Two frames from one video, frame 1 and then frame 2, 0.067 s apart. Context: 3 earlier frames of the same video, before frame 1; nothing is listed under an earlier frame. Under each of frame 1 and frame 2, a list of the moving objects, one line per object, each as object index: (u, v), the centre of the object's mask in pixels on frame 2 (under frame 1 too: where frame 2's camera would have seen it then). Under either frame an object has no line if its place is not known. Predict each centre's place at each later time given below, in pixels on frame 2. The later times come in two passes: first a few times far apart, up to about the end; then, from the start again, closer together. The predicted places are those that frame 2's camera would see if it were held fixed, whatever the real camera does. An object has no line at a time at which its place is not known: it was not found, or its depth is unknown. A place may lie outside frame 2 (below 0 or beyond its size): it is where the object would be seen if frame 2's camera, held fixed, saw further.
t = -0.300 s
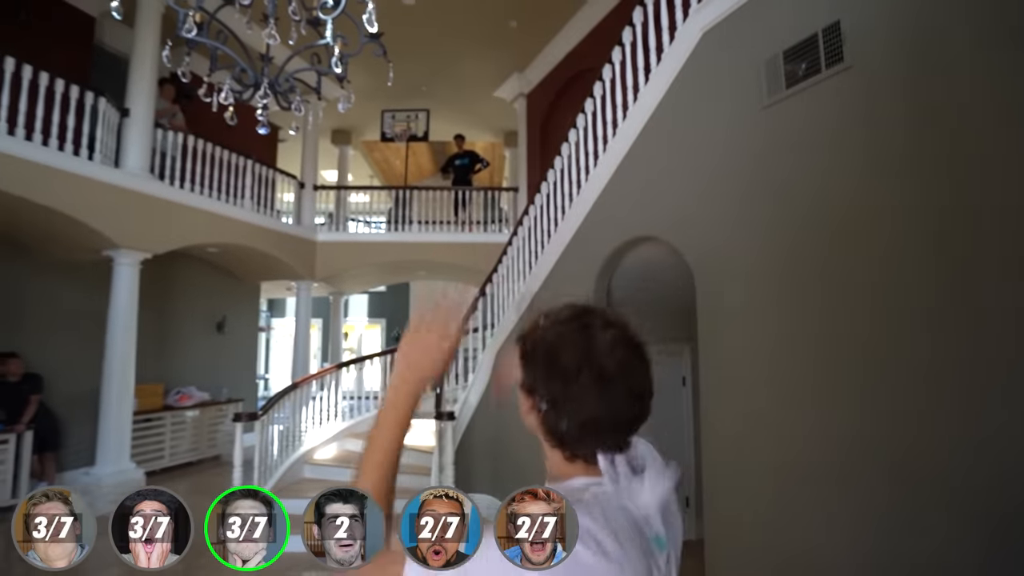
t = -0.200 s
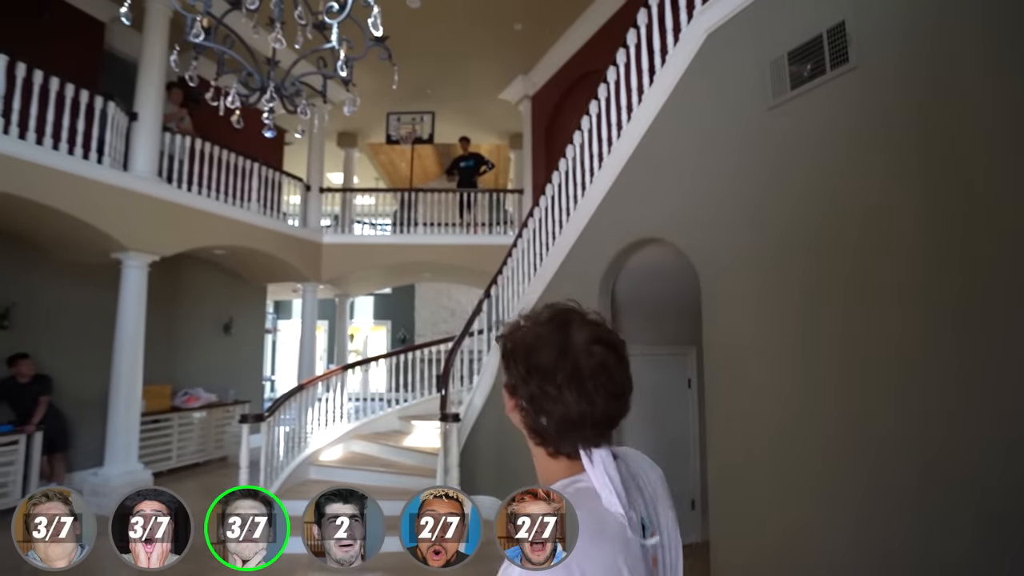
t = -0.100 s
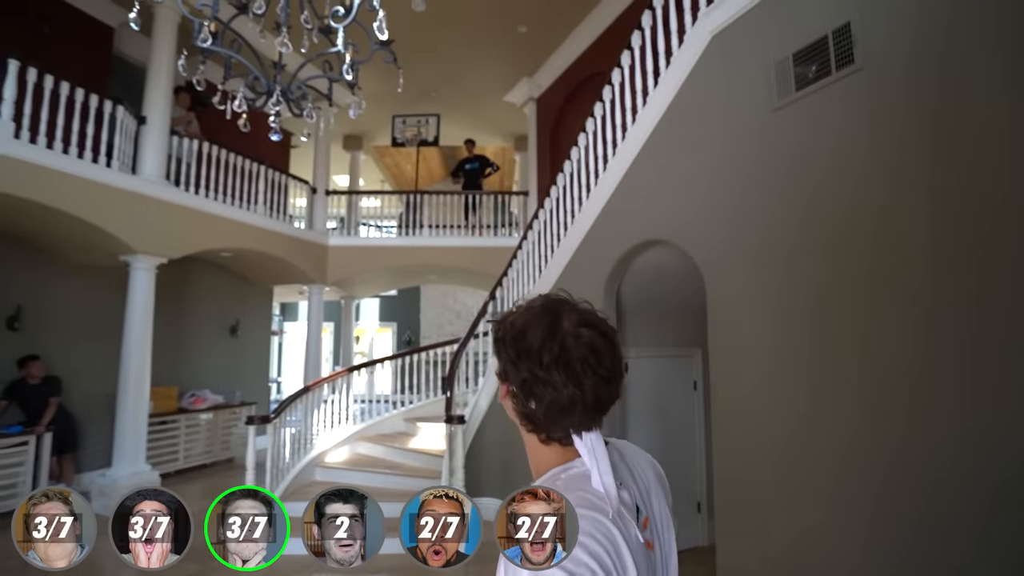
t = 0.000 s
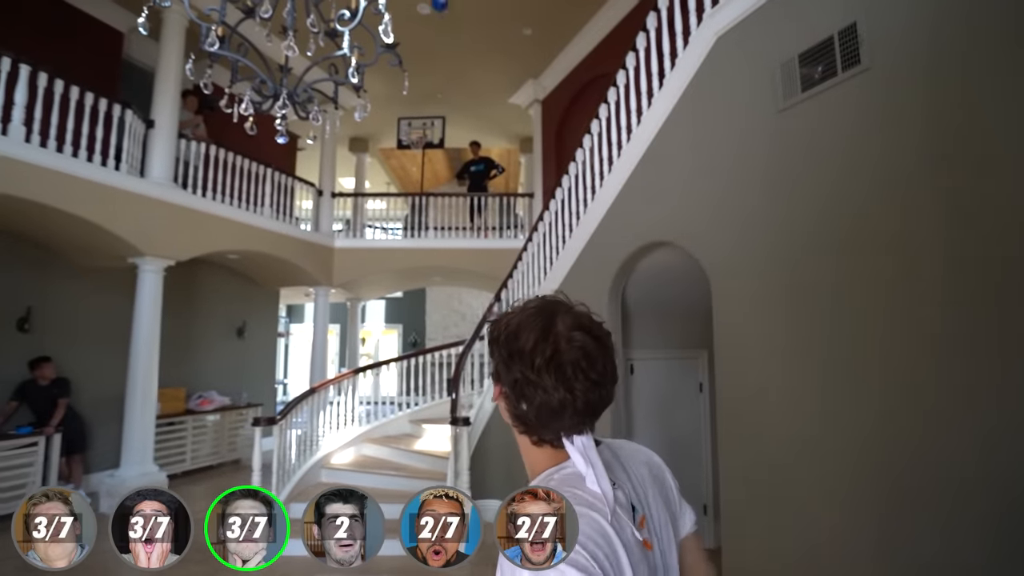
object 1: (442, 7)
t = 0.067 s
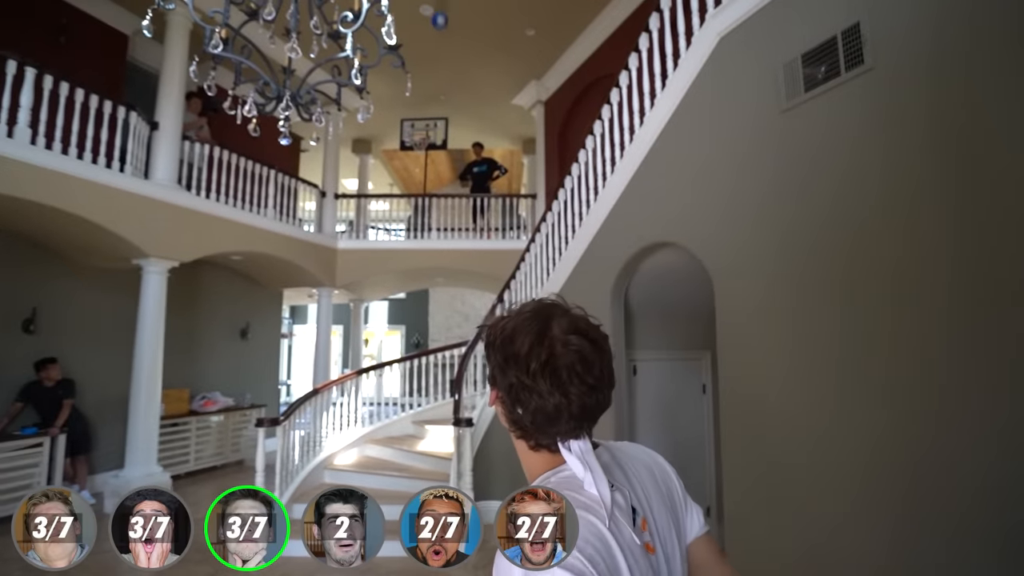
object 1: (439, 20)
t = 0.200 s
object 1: (434, 57)
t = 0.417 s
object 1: (427, 123)
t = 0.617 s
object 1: (439, 145)
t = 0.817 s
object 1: (453, 187)
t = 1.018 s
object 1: (468, 254)
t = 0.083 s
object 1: (439, 25)
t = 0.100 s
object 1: (438, 29)
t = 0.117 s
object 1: (437, 34)
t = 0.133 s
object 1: (436, 39)
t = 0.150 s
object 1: (436, 42)
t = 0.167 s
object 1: (435, 47)
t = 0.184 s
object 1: (434, 52)
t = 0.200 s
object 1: (434, 57)
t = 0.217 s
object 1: (434, 61)
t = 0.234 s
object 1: (432, 66)
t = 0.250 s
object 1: (432, 71)
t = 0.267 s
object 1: (431, 76)
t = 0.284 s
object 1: (431, 81)
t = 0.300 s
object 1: (430, 86)
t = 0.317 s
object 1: (430, 91)
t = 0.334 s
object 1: (429, 96)
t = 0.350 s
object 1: (428, 101)
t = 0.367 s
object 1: (428, 107)
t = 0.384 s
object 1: (428, 111)
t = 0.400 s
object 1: (427, 117)
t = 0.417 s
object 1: (427, 123)
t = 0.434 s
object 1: (426, 128)
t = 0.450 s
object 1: (426, 130)
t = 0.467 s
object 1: (428, 130)
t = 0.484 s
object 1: (429, 130)
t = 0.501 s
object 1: (430, 131)
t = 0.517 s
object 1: (432, 135)
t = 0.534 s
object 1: (432, 139)
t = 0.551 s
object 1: (434, 140)
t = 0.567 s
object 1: (435, 141)
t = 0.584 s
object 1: (436, 142)
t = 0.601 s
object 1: (437, 144)
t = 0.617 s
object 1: (439, 145)
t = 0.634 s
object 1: (440, 148)
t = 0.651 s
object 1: (441, 151)
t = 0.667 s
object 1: (442, 155)
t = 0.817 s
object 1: (453, 187)
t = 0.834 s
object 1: (455, 191)
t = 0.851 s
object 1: (456, 197)
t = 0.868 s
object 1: (457, 202)
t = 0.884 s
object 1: (458, 207)
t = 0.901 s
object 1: (459, 213)
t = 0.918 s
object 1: (461, 218)
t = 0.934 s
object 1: (462, 223)
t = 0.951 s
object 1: (463, 229)
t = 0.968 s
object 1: (464, 235)
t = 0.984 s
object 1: (466, 241)
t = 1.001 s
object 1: (467, 248)
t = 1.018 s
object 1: (468, 254)
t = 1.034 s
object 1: (469, 262)
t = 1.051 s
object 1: (471, 269)
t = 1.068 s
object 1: (472, 275)
